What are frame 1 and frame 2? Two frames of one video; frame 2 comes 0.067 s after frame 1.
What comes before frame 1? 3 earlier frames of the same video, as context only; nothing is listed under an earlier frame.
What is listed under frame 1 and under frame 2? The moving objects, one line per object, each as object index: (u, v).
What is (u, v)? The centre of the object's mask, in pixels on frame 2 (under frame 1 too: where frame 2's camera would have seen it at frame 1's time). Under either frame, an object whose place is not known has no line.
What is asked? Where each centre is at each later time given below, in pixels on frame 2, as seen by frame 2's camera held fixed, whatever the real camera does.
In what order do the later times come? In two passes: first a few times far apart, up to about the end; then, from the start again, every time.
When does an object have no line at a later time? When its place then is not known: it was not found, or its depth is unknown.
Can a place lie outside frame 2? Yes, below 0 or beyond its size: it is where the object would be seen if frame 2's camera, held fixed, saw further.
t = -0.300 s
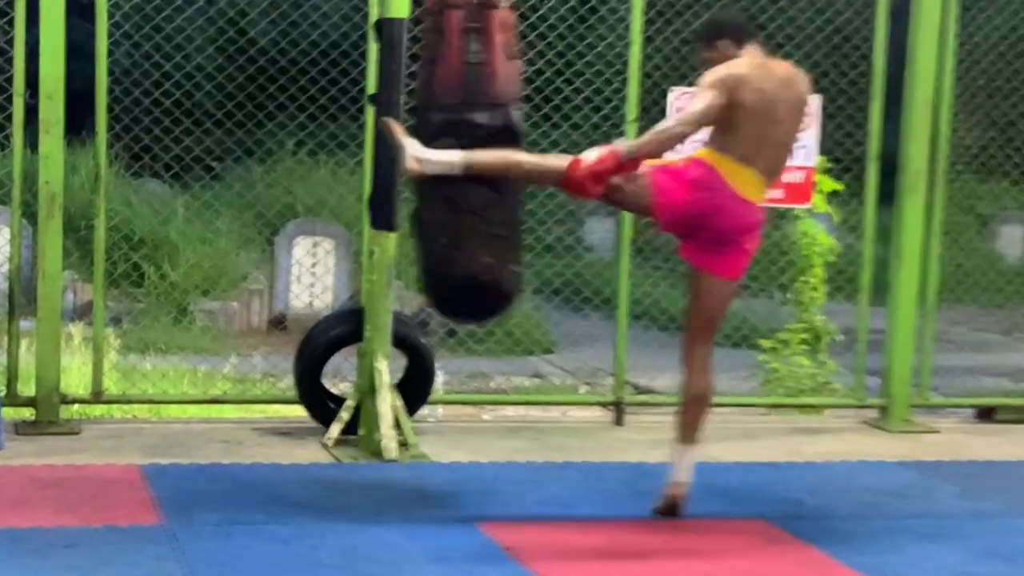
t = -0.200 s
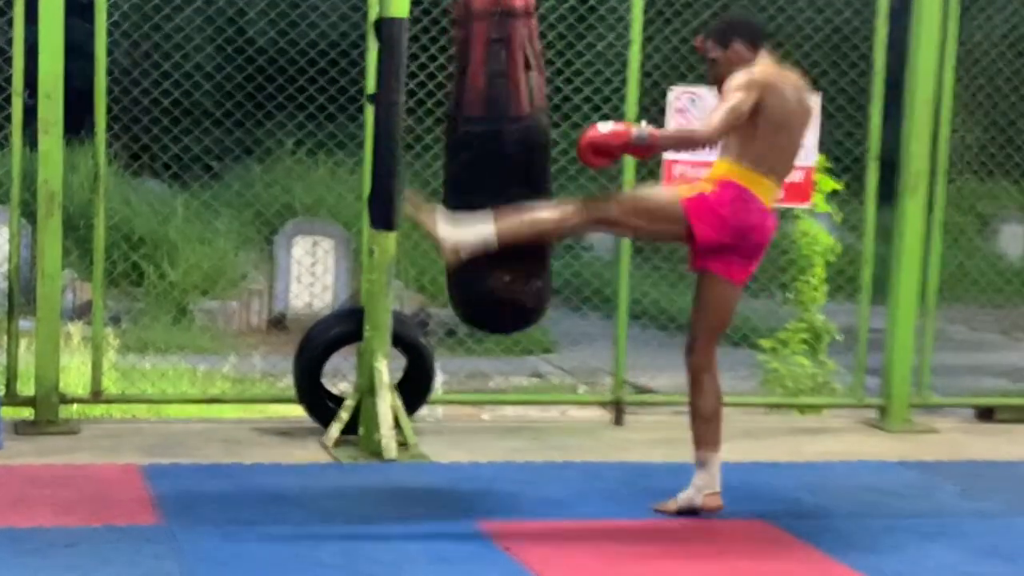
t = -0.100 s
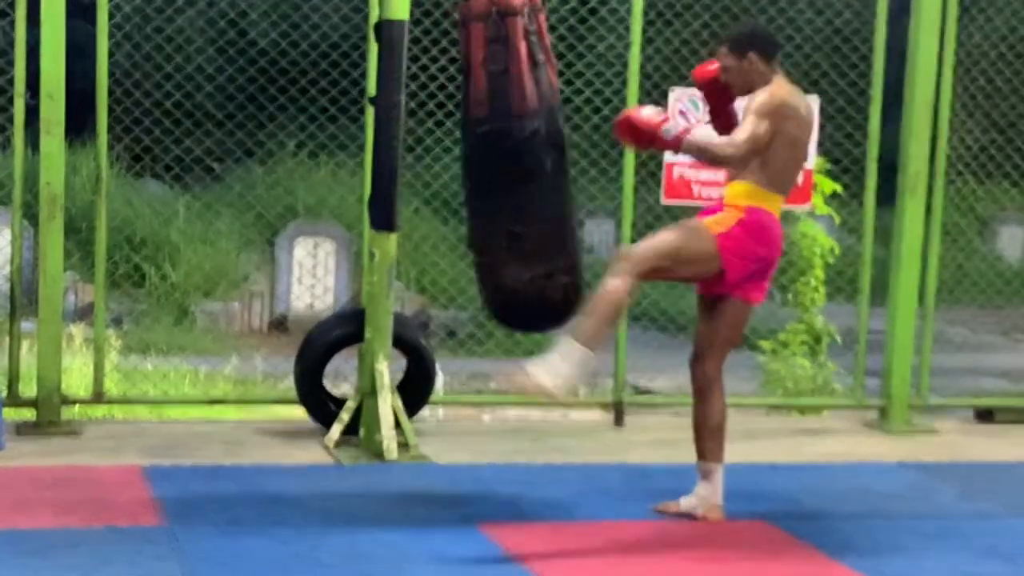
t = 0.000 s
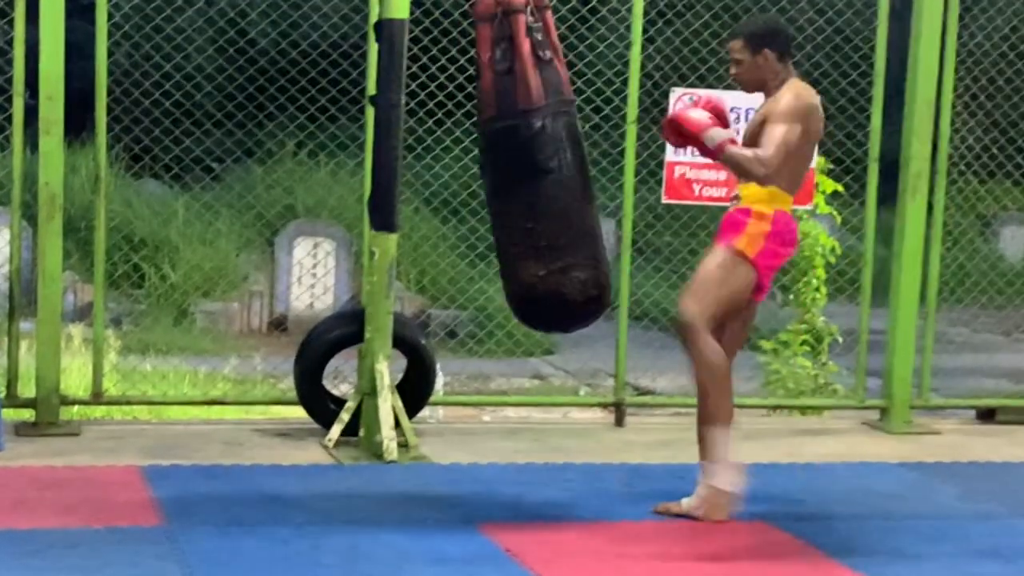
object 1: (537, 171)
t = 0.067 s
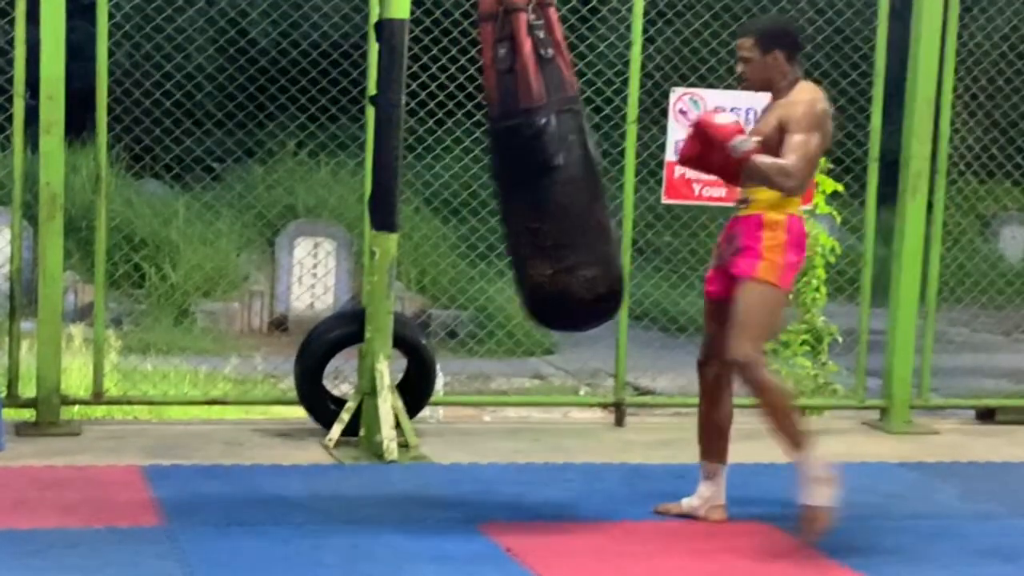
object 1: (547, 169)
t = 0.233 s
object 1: (559, 166)
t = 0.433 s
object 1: (552, 168)
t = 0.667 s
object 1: (513, 174)
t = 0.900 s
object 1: (460, 171)
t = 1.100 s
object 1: (420, 164)
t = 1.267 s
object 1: (402, 160)
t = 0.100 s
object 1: (550, 170)
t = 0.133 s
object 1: (553, 168)
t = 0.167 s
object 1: (555, 168)
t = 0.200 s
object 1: (558, 167)
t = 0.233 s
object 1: (559, 166)
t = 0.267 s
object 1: (559, 165)
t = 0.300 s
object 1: (559, 166)
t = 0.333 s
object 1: (558, 166)
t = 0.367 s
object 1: (557, 167)
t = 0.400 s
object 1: (555, 167)
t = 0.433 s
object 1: (552, 168)
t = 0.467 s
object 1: (548, 168)
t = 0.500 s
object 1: (543, 169)
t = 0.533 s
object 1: (539, 171)
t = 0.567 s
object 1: (533, 172)
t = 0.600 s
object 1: (527, 173)
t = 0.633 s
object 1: (520, 174)
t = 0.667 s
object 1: (513, 174)
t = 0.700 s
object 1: (505, 174)
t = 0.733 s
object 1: (497, 175)
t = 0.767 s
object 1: (490, 174)
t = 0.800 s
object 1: (482, 173)
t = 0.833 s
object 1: (475, 173)
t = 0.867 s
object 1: (467, 172)
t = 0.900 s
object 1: (460, 171)
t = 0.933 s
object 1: (452, 170)
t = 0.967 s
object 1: (446, 168)
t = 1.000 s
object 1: (437, 168)
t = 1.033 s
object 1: (433, 166)
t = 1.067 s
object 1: (426, 166)
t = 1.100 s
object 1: (420, 164)
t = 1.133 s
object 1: (416, 163)
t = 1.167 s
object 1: (411, 162)
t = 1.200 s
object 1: (408, 161)
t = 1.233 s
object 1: (404, 160)
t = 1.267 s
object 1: (402, 160)
